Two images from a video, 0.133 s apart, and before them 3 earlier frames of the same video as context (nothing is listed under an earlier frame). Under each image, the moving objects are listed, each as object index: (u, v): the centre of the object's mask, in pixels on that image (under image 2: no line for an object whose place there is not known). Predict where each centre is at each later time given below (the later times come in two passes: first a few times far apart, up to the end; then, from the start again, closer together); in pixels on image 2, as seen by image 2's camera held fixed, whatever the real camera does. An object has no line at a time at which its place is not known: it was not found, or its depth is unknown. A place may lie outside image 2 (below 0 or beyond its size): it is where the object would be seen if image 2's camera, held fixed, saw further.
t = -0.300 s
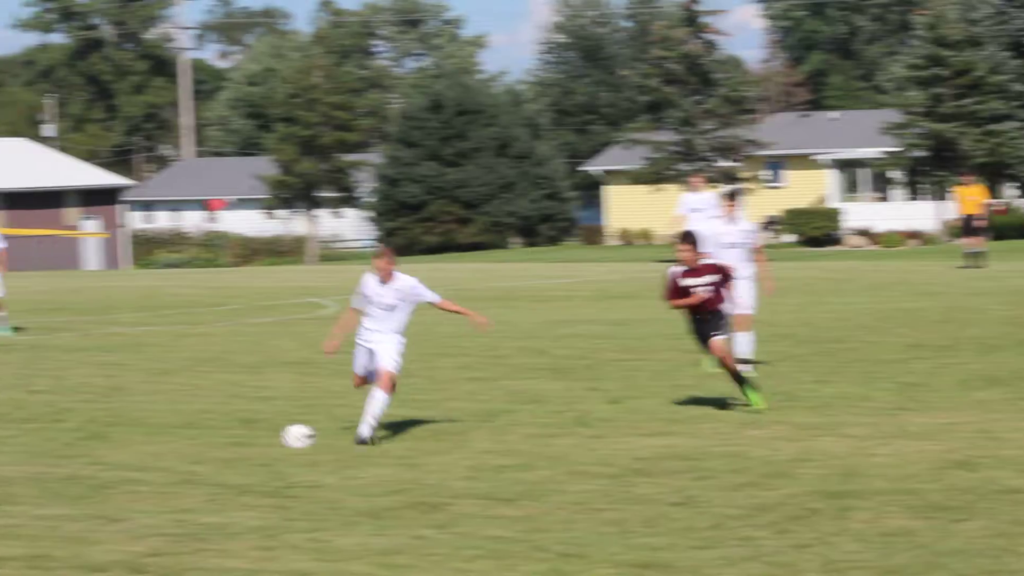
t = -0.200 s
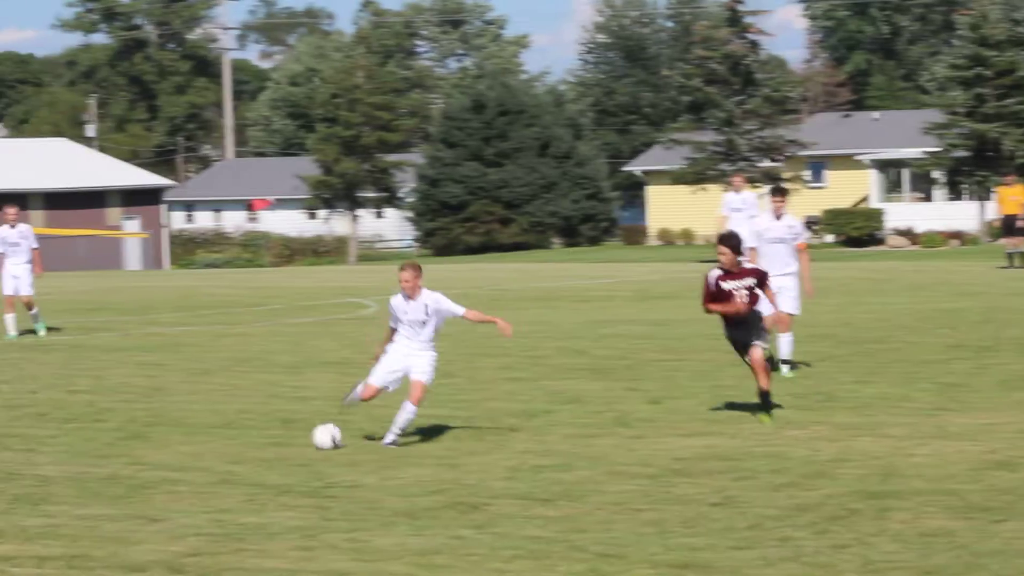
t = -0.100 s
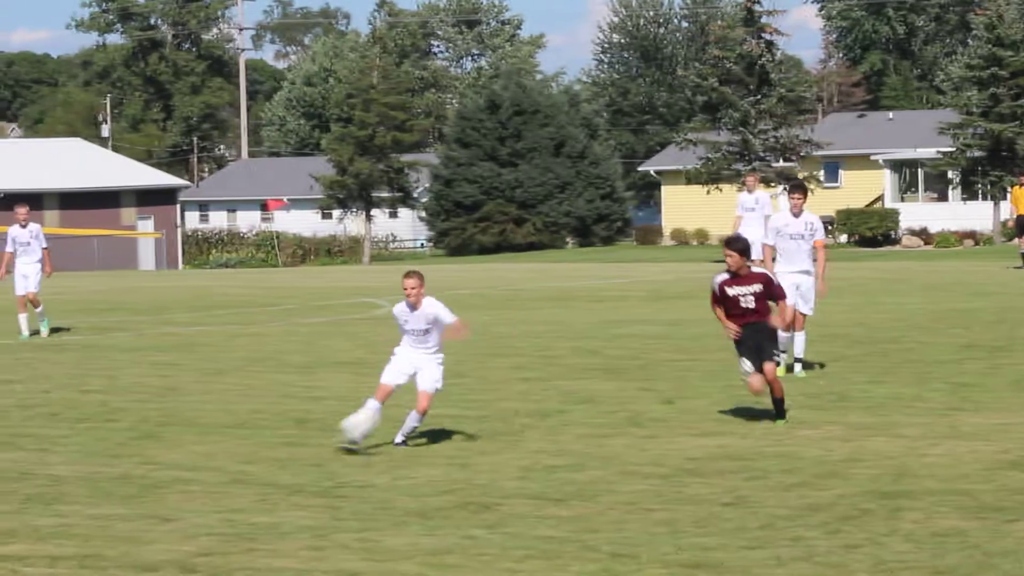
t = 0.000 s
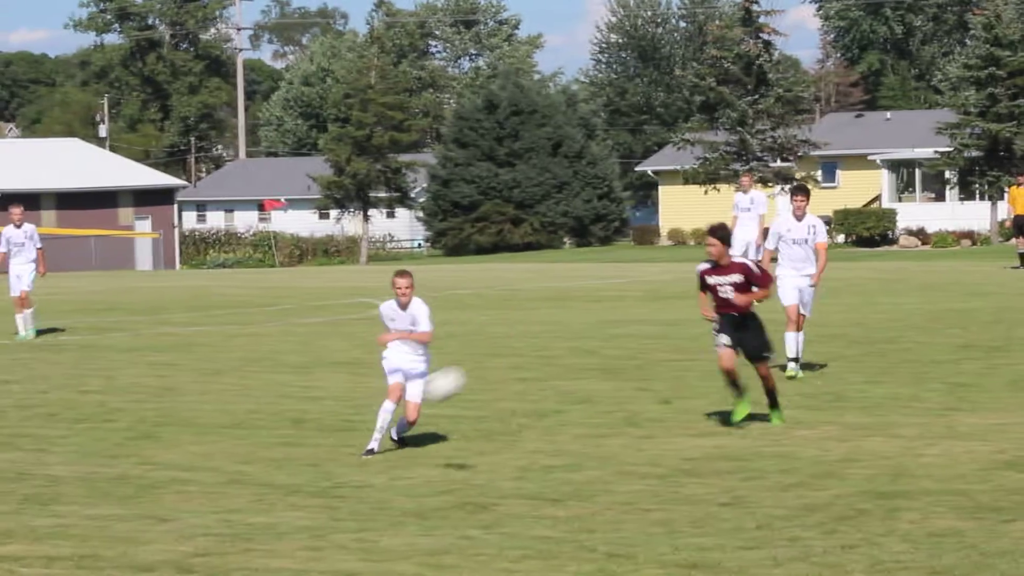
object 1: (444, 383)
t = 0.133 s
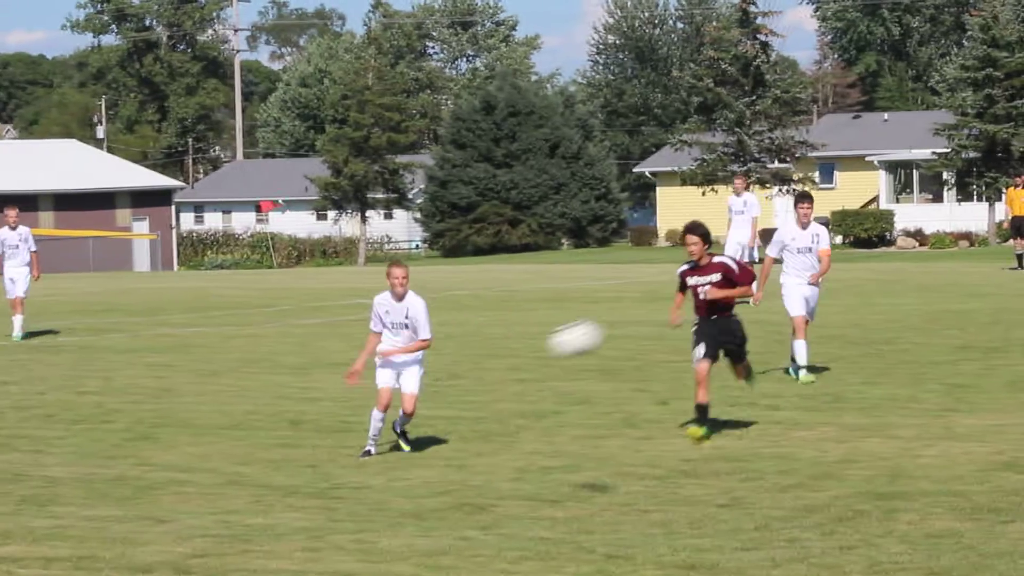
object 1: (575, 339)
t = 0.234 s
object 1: (695, 306)
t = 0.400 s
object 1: (942, 277)
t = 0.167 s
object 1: (615, 327)
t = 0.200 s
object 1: (656, 317)
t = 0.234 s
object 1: (695, 306)
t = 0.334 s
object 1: (831, 286)
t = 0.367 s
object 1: (882, 280)
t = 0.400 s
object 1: (942, 277)
